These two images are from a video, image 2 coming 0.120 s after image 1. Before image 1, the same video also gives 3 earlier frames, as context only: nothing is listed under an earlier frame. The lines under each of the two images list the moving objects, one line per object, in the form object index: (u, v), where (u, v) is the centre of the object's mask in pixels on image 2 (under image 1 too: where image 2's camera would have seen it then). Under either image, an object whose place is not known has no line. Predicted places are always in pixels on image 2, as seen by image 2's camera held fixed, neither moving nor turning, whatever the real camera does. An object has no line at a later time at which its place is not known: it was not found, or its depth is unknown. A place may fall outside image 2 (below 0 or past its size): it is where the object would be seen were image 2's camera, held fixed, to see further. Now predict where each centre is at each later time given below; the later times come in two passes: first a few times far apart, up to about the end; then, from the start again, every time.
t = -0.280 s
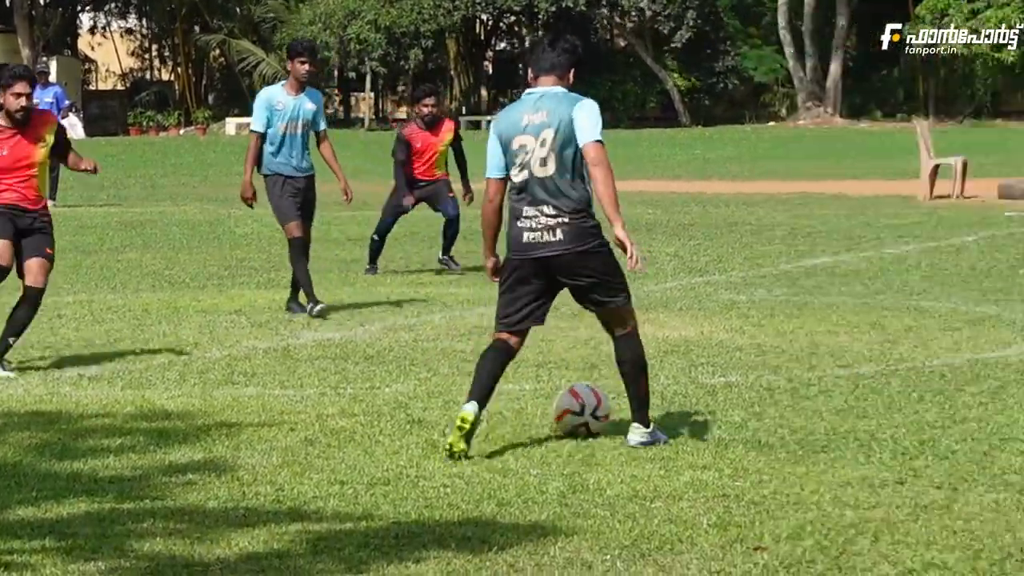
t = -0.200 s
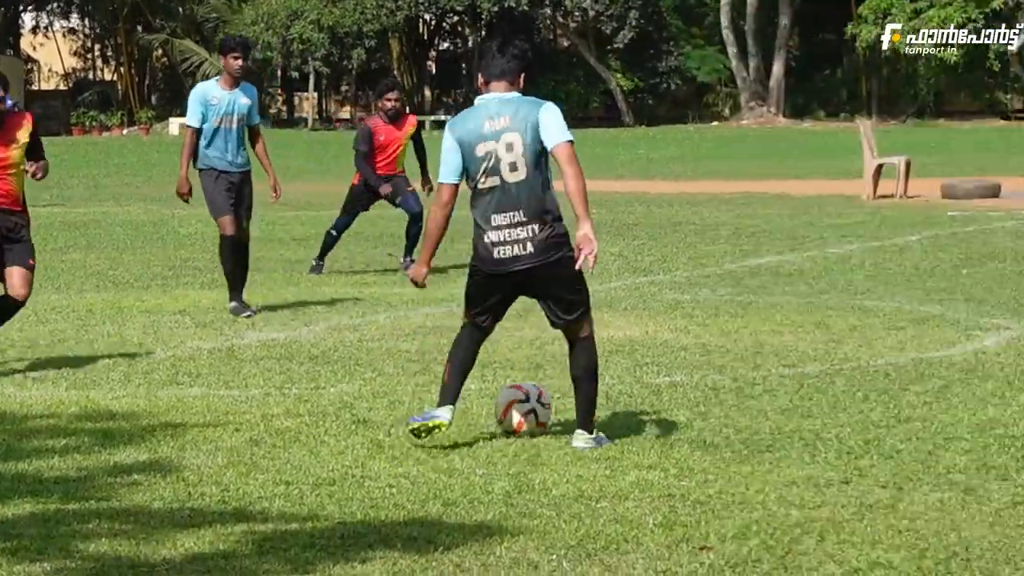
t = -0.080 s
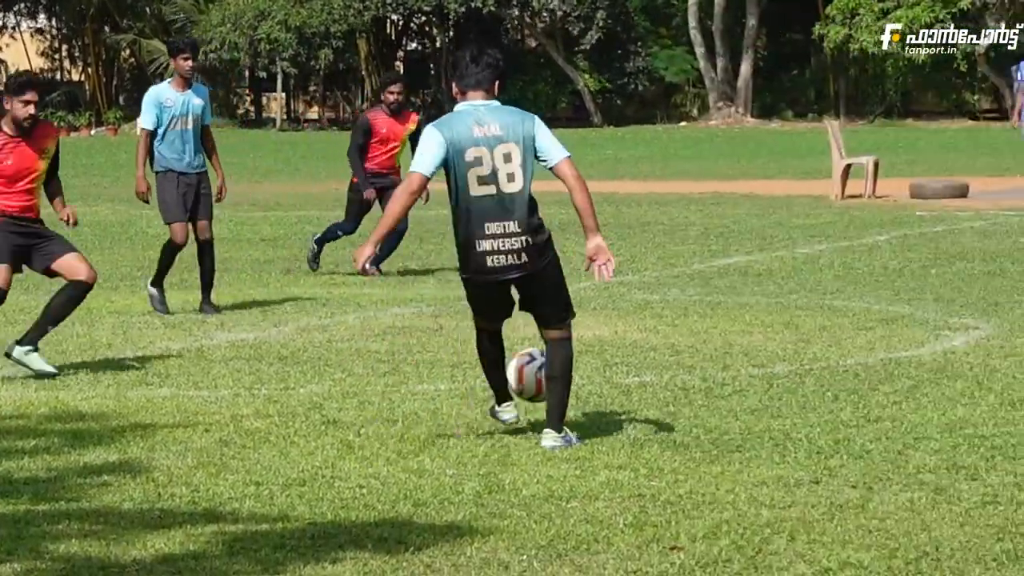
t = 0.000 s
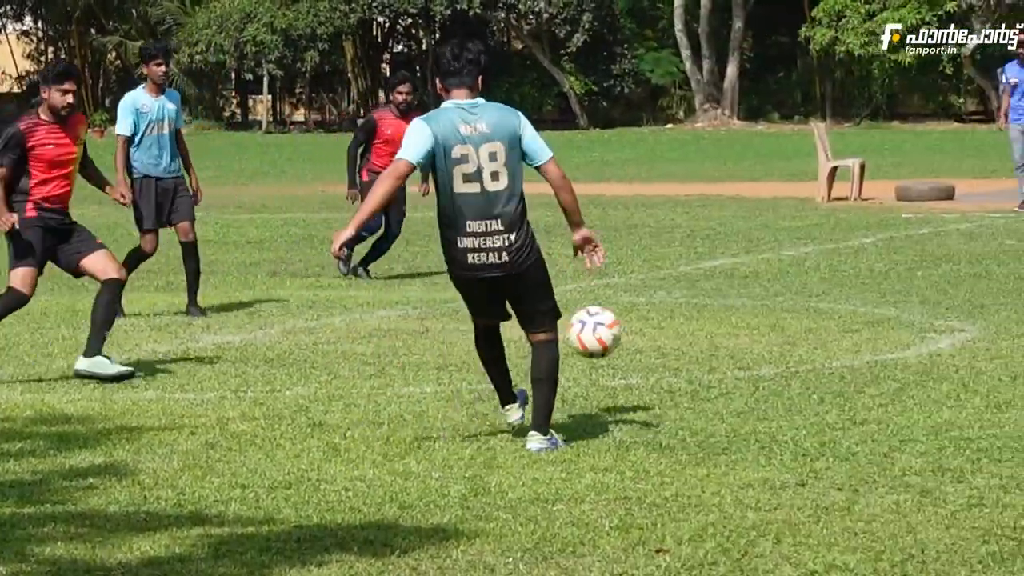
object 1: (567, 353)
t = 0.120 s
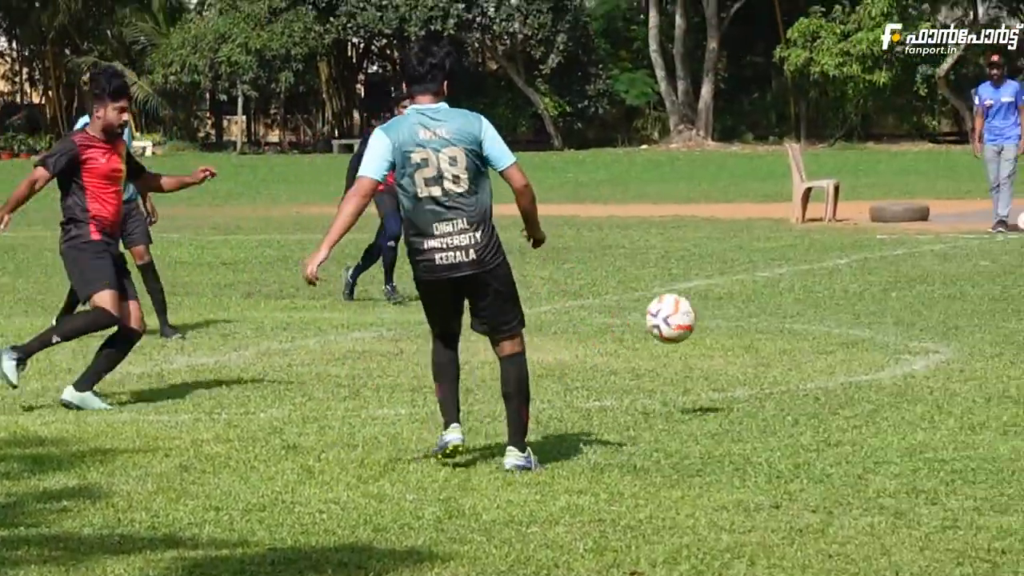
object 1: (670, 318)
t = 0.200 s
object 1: (733, 314)
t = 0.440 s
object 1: (889, 354)
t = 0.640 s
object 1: (957, 333)
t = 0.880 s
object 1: (1029, 338)
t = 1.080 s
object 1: (1084, 328)
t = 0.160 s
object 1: (703, 314)
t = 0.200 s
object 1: (733, 314)
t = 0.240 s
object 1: (763, 319)
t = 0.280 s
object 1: (792, 326)
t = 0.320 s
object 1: (820, 337)
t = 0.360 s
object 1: (848, 350)
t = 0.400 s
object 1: (874, 364)
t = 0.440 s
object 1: (889, 354)
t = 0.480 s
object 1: (903, 343)
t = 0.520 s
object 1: (917, 336)
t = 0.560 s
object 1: (931, 332)
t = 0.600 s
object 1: (944, 330)
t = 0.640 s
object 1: (957, 333)
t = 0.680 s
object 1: (970, 339)
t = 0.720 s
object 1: (982, 343)
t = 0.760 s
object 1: (994, 338)
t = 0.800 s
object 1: (1005, 335)
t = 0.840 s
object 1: (1017, 335)
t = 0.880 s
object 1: (1029, 338)
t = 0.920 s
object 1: (1040, 335)
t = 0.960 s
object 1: (1052, 333)
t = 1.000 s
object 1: (1063, 332)
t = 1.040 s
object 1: (1073, 331)
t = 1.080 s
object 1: (1084, 328)
